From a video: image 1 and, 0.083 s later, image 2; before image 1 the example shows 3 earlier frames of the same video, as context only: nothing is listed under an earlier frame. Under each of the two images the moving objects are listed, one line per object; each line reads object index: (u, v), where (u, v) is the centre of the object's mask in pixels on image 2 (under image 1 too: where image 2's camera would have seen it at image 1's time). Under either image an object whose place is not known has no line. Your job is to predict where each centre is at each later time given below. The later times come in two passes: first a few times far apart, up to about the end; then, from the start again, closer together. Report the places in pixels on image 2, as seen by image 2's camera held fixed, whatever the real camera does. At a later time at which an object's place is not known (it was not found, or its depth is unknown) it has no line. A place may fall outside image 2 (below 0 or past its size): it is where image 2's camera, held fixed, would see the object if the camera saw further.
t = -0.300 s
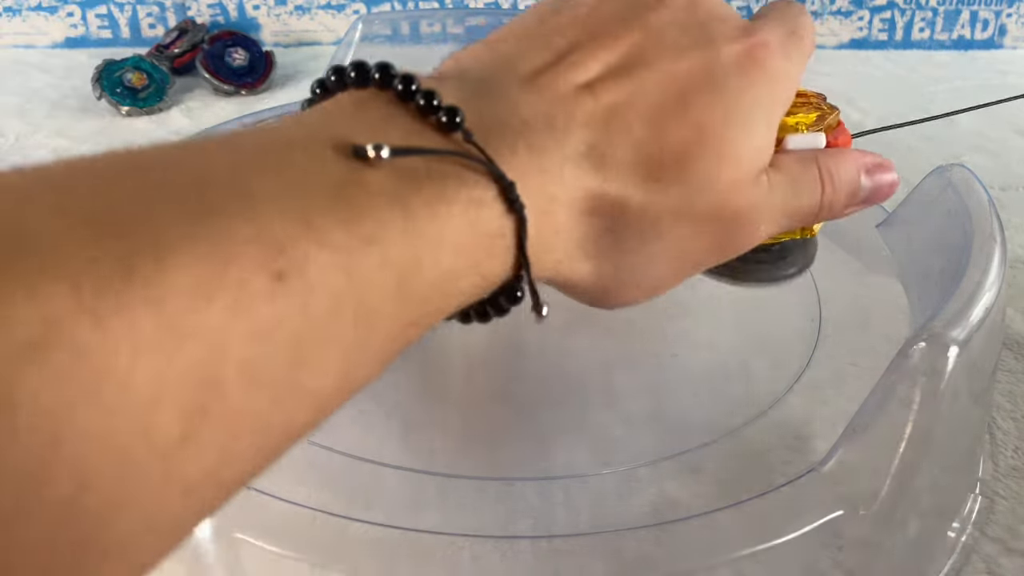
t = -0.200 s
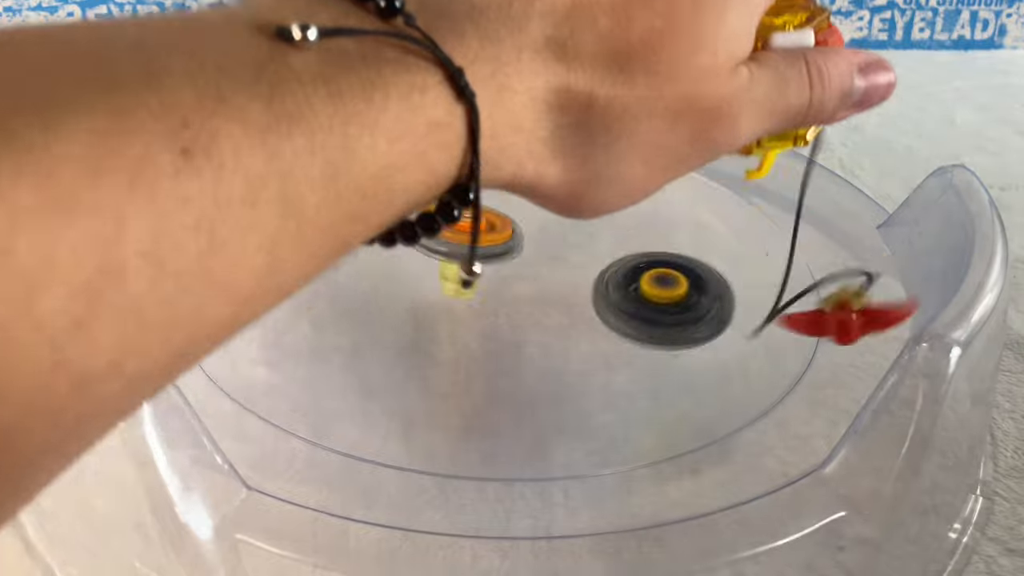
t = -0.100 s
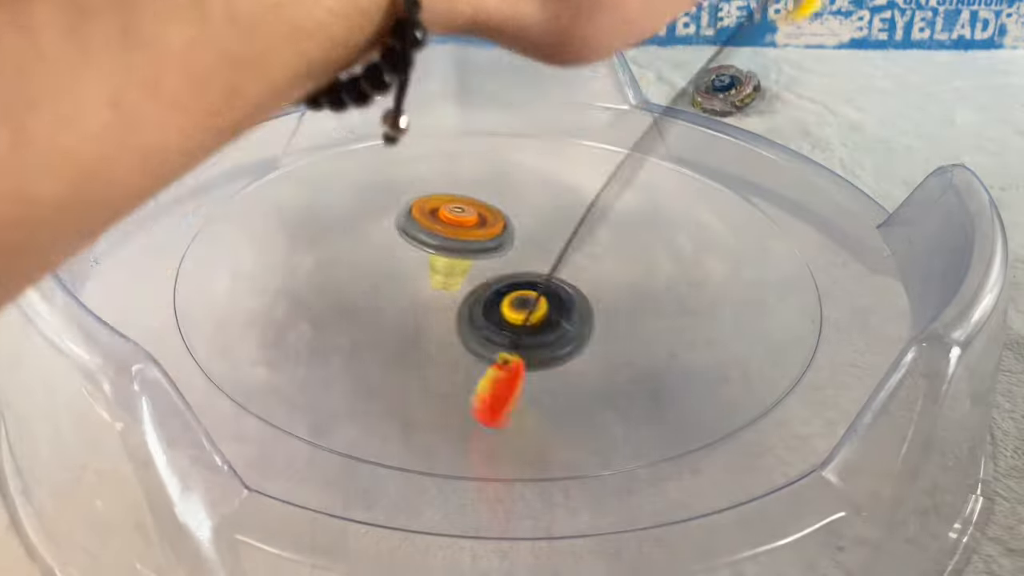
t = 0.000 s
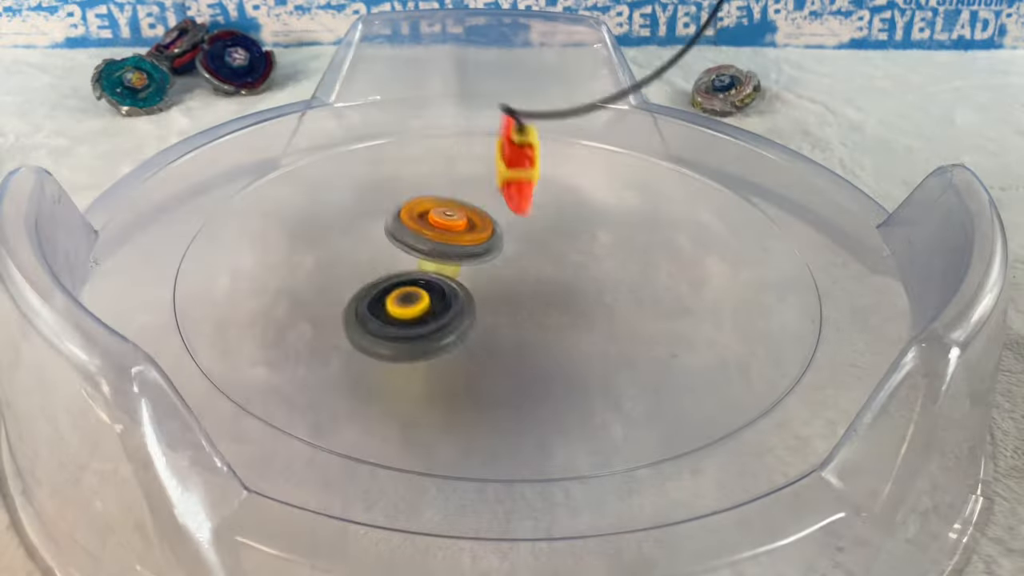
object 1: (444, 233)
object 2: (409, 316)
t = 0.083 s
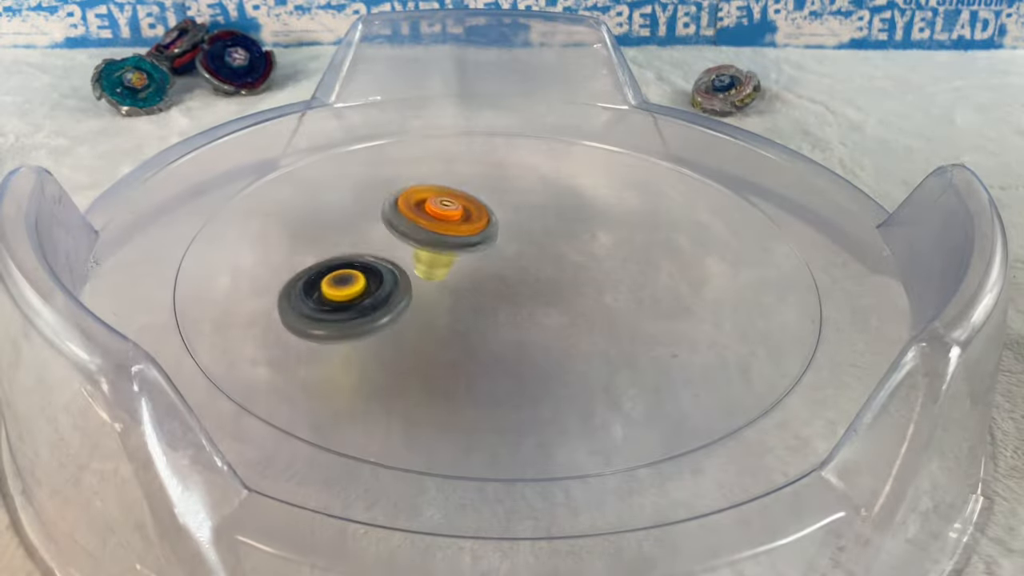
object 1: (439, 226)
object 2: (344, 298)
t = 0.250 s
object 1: (438, 211)
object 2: (345, 278)
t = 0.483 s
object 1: (478, 201)
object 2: (471, 305)
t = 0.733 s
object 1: (499, 211)
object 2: (632, 302)
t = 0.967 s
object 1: (493, 254)
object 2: (598, 232)
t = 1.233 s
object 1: (482, 303)
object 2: (498, 176)
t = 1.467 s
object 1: (562, 250)
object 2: (394, 250)
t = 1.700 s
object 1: (610, 216)
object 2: (435, 333)
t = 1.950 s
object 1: (519, 242)
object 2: (596, 321)
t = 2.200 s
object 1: (484, 307)
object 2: (573, 254)
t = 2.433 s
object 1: (551, 294)
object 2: (427, 250)
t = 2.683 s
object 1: (520, 251)
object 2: (374, 300)
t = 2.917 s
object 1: (404, 249)
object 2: (446, 337)
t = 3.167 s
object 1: (392, 269)
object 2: (571, 307)
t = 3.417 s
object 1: (391, 229)
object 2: (593, 270)
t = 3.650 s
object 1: (257, 222)
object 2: (703, 199)
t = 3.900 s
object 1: (179, 226)
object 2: (720, 198)
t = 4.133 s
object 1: (393, 257)
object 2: (480, 230)
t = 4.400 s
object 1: (490, 249)
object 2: (456, 172)
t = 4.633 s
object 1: (526, 198)
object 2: (397, 187)
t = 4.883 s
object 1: (496, 181)
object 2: (435, 239)
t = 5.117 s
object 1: (625, 211)
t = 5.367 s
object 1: (666, 245)
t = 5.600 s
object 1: (564, 250)
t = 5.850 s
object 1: (507, 253)
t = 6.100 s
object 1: (568, 269)
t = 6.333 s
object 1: (594, 279)
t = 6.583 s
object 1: (558, 301)
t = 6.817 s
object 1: (507, 290)
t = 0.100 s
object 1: (438, 217)
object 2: (336, 299)
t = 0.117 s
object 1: (438, 214)
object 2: (331, 291)
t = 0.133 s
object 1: (437, 217)
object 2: (327, 289)
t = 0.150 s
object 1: (436, 213)
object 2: (324, 289)
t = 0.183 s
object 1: (434, 210)
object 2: (325, 283)
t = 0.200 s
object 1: (435, 211)
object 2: (329, 281)
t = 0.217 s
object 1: (436, 207)
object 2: (332, 280)
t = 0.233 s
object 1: (437, 207)
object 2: (338, 277)
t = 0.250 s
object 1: (438, 211)
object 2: (345, 278)
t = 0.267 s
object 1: (438, 207)
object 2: (353, 277)
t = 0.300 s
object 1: (441, 209)
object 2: (371, 277)
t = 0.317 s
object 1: (442, 206)
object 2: (381, 277)
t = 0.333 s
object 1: (443, 208)
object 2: (391, 278)
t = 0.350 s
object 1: (446, 207)
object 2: (400, 277)
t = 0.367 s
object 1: (451, 205)
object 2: (407, 275)
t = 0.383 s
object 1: (456, 201)
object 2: (415, 278)
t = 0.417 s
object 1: (464, 205)
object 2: (431, 291)
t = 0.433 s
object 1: (467, 199)
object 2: (441, 293)
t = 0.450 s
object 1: (471, 197)
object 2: (450, 298)
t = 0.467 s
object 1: (475, 202)
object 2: (461, 304)
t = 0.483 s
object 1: (478, 201)
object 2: (471, 305)
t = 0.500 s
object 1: (482, 198)
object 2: (483, 310)
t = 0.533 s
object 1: (489, 204)
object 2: (505, 315)
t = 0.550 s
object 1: (491, 197)
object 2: (518, 318)
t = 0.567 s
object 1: (492, 195)
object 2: (529, 318)
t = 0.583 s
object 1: (494, 198)
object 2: (542, 320)
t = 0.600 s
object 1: (496, 207)
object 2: (553, 320)
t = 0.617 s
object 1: (497, 203)
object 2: (565, 319)
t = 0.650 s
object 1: (498, 199)
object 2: (587, 318)
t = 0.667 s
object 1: (499, 205)
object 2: (598, 316)
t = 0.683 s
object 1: (500, 217)
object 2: (607, 313)
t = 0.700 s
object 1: (498, 215)
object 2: (618, 310)
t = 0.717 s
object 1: (499, 210)
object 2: (626, 307)
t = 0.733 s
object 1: (499, 211)
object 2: (632, 302)
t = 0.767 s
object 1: (497, 229)
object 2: (642, 293)
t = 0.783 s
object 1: (497, 230)
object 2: (646, 288)
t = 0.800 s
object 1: (497, 223)
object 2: (646, 283)
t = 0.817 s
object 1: (497, 223)
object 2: (646, 277)
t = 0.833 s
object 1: (495, 227)
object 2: (645, 271)
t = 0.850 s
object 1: (495, 237)
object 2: (641, 266)
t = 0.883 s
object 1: (495, 233)
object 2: (635, 255)
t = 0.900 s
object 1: (494, 226)
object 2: (628, 250)
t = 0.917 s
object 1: (494, 226)
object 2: (623, 245)
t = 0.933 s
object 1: (495, 230)
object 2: (616, 241)
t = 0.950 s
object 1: (494, 241)
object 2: (607, 236)
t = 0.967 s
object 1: (493, 254)
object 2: (598, 232)
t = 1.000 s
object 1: (502, 246)
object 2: (588, 222)
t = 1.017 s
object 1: (506, 249)
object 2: (580, 220)
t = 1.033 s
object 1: (508, 258)
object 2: (568, 216)
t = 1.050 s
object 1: (504, 253)
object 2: (561, 204)
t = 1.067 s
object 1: (499, 255)
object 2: (553, 197)
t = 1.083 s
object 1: (494, 261)
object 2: (546, 194)
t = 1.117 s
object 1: (485, 283)
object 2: (538, 183)
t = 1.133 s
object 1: (482, 282)
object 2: (532, 179)
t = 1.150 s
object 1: (480, 288)
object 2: (527, 179)
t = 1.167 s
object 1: (479, 298)
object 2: (522, 176)
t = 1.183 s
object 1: (479, 296)
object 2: (516, 174)
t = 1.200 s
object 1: (479, 292)
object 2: (510, 175)
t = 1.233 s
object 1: (482, 303)
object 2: (498, 176)
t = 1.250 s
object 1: (486, 308)
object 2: (490, 179)
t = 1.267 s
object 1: (492, 296)
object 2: (484, 182)
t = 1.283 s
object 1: (496, 292)
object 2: (476, 185)
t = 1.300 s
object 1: (501, 292)
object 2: (467, 190)
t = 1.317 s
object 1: (507, 298)
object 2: (460, 193)
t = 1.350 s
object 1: (518, 291)
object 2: (444, 205)
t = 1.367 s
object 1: (526, 279)
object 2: (437, 211)
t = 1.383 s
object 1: (532, 276)
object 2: (431, 218)
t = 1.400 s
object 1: (537, 278)
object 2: (422, 223)
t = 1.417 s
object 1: (544, 285)
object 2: (415, 230)
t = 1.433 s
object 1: (549, 273)
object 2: (408, 236)
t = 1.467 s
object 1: (562, 250)
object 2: (394, 250)
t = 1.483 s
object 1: (568, 249)
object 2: (390, 257)
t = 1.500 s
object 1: (572, 252)
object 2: (386, 264)
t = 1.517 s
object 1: (578, 249)
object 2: (382, 271)
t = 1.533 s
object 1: (585, 236)
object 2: (381, 276)
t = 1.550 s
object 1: (591, 228)
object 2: (382, 284)
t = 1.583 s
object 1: (601, 229)
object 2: (385, 298)
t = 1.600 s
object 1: (606, 225)
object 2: (390, 304)
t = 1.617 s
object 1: (610, 219)
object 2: (396, 311)
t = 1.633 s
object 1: (613, 220)
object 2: (400, 316)
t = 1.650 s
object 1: (615, 219)
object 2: (408, 320)
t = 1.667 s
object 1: (613, 216)
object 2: (417, 325)
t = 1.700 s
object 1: (610, 216)
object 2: (435, 333)
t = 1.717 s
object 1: (607, 216)
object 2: (447, 336)
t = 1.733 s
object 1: (604, 216)
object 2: (459, 340)
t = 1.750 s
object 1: (600, 216)
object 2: (470, 342)
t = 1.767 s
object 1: (595, 216)
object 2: (482, 343)
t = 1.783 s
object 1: (590, 216)
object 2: (495, 344)
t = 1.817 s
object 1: (577, 218)
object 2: (517, 343)
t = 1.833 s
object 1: (571, 219)
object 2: (528, 343)
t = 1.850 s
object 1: (564, 221)
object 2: (542, 341)
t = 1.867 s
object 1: (556, 224)
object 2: (552, 339)
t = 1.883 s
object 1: (549, 225)
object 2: (562, 336)
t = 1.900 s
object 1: (541, 229)
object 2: (572, 332)
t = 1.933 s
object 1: (527, 236)
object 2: (591, 325)
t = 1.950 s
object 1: (519, 242)
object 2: (596, 321)
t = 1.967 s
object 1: (514, 247)
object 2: (602, 315)
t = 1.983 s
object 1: (509, 252)
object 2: (608, 309)
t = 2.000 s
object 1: (504, 258)
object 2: (611, 306)
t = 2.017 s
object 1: (501, 264)
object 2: (612, 301)
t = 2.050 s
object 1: (492, 275)
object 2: (615, 288)
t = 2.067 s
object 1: (488, 280)
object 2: (617, 285)
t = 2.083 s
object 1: (483, 286)
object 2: (616, 281)
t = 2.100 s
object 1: (483, 289)
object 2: (613, 277)
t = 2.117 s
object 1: (480, 296)
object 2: (608, 272)
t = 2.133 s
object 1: (479, 300)
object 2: (604, 269)
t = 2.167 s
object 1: (480, 305)
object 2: (590, 262)
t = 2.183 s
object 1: (482, 310)
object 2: (581, 258)
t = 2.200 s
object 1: (484, 307)
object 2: (573, 254)
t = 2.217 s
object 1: (488, 312)
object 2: (564, 252)
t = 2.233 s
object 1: (492, 312)
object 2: (554, 249)
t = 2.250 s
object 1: (493, 315)
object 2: (542, 246)
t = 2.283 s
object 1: (506, 313)
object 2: (519, 242)
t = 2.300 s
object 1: (512, 315)
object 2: (507, 242)
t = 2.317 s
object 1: (518, 311)
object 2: (495, 241)
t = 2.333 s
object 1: (522, 313)
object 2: (485, 242)
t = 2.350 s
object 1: (530, 308)
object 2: (474, 243)
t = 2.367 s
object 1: (535, 307)
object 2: (465, 245)
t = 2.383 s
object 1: (540, 305)
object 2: (454, 246)
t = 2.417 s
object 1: (546, 298)
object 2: (434, 249)
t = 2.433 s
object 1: (551, 294)
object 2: (427, 250)
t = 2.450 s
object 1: (553, 291)
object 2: (420, 253)
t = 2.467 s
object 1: (557, 288)
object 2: (413, 256)
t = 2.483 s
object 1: (559, 284)
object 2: (406, 259)
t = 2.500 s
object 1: (560, 283)
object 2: (399, 261)
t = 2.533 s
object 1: (562, 275)
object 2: (390, 268)
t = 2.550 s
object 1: (563, 271)
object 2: (385, 271)
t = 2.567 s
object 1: (560, 269)
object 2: (381, 275)
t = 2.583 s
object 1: (558, 267)
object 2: (378, 278)
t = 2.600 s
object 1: (554, 263)
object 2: (376, 281)
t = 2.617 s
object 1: (550, 261)
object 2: (376, 285)
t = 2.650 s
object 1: (536, 256)
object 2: (373, 293)
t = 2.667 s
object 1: (529, 253)
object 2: (372, 296)
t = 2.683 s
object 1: (520, 251)
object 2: (374, 300)
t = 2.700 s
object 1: (512, 251)
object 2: (376, 304)
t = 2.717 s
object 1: (502, 249)
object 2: (378, 308)
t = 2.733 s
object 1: (493, 248)
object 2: (380, 311)
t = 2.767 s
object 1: (472, 247)
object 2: (387, 318)
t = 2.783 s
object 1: (464, 245)
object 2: (392, 321)
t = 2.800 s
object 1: (452, 246)
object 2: (398, 324)
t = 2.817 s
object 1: (444, 244)
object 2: (403, 327)
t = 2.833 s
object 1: (435, 245)
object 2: (408, 330)
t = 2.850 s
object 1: (428, 244)
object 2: (415, 332)
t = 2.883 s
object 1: (413, 247)
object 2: (430, 335)
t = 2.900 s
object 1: (409, 249)
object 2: (439, 336)
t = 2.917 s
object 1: (404, 249)
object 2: (446, 337)
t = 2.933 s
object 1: (400, 255)
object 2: (453, 337)
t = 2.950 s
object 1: (398, 255)
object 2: (460, 337)
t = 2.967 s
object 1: (398, 260)
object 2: (468, 337)
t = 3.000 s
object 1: (398, 270)
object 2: (484, 336)
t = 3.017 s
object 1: (399, 272)
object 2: (491, 334)
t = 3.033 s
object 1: (399, 276)
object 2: (497, 333)
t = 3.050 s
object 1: (401, 280)
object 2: (502, 331)
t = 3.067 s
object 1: (402, 284)
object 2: (507, 328)
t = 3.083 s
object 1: (406, 283)
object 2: (515, 324)
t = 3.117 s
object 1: (408, 283)
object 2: (530, 317)
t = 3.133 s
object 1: (401, 272)
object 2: (545, 323)
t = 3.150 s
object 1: (397, 267)
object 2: (558, 313)
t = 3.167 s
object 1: (392, 269)
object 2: (571, 307)
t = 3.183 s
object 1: (388, 276)
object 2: (582, 309)
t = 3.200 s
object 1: (384, 273)
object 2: (594, 317)
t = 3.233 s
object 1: (380, 265)
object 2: (609, 310)
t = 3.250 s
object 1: (380, 264)
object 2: (615, 306)
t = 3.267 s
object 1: (378, 260)
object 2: (620, 309)
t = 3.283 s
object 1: (379, 254)
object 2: (622, 304)
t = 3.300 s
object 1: (378, 251)
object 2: (622, 299)
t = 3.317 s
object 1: (379, 249)
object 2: (622, 299)
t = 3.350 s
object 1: (381, 242)
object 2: (616, 289)
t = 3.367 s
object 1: (383, 237)
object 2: (612, 285)
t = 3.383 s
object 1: (384, 238)
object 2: (607, 280)
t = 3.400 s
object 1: (387, 231)
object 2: (600, 275)
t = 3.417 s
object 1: (391, 229)
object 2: (593, 270)
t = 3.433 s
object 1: (394, 233)
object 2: (586, 266)
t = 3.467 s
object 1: (401, 224)
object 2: (570, 257)
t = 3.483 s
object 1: (406, 226)
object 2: (561, 253)
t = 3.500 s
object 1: (411, 234)
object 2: (553, 248)
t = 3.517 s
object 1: (415, 229)
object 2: (544, 245)
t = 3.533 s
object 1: (421, 225)
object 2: (536, 242)
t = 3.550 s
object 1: (419, 223)
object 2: (537, 240)
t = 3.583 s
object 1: (364, 203)
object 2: (596, 209)
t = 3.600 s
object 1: (336, 203)
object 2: (625, 201)
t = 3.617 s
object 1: (309, 207)
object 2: (653, 199)
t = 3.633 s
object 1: (282, 219)
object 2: (680, 203)
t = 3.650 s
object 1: (257, 222)
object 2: (703, 199)
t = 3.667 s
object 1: (239, 209)
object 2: (722, 187)
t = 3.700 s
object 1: (202, 200)
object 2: (760, 181)
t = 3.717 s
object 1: (186, 207)
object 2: (771, 179)
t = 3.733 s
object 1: (170, 210)
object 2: (776, 173)
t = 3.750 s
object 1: (159, 208)
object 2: (780, 173)
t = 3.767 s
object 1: (146, 209)
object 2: (782, 178)
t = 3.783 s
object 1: (138, 207)
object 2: (782, 177)
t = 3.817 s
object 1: (146, 214)
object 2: (774, 183)
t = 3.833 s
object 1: (151, 216)
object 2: (766, 187)
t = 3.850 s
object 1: (156, 219)
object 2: (756, 189)
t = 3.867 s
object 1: (163, 221)
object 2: (745, 193)
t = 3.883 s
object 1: (171, 223)
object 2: (733, 195)
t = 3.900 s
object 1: (179, 226)
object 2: (720, 198)
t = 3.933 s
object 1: (200, 237)
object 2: (689, 205)
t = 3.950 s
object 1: (213, 239)
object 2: (673, 209)
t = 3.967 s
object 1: (227, 240)
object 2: (655, 212)
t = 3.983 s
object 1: (242, 245)
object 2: (637, 216)
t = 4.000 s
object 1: (256, 246)
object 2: (619, 219)
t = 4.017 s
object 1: (272, 250)
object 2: (600, 222)
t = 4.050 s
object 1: (305, 254)
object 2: (562, 227)
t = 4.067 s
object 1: (323, 256)
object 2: (543, 228)
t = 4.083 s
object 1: (341, 257)
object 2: (525, 230)
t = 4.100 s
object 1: (359, 258)
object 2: (508, 231)
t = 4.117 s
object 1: (377, 256)
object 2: (492, 232)
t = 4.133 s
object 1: (393, 257)
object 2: (480, 230)
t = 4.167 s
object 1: (397, 262)
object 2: (483, 216)
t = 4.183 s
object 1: (400, 262)
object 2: (485, 210)
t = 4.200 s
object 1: (404, 266)
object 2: (487, 204)
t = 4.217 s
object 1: (408, 267)
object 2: (489, 199)
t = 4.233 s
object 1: (413, 268)
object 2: (489, 194)
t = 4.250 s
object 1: (421, 269)
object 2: (488, 191)
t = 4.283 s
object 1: (435, 268)
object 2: (485, 184)
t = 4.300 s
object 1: (443, 266)
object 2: (482, 182)
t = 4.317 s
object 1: (451, 264)
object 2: (479, 179)
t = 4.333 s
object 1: (457, 261)
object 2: (474, 178)
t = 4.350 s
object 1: (467, 260)
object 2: (470, 175)
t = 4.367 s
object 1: (474, 255)
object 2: (466, 174)
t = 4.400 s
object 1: (490, 249)
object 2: (456, 172)
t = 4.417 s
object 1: (497, 244)
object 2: (451, 171)
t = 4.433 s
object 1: (503, 239)
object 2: (447, 170)
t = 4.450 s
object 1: (509, 237)
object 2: (442, 170)
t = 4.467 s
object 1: (515, 230)
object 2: (437, 170)
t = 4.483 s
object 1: (519, 227)
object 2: (432, 170)
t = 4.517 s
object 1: (525, 216)
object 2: (423, 172)
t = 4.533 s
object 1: (527, 213)
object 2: (419, 173)
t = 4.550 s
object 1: (528, 215)
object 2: (414, 175)
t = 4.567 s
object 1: (529, 205)
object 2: (411, 177)
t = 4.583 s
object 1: (528, 199)
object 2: (407, 179)
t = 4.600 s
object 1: (527, 198)
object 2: (403, 181)
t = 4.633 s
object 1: (526, 198)
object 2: (397, 187)
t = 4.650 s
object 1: (526, 197)
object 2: (395, 190)
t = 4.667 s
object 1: (527, 193)
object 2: (393, 194)
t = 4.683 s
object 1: (526, 191)
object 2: (392, 197)
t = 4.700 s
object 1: (525, 192)
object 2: (392, 201)
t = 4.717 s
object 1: (523, 188)
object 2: (393, 205)
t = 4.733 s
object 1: (521, 189)
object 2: (394, 209)
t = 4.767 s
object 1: (514, 184)
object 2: (399, 217)
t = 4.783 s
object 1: (512, 186)
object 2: (402, 221)
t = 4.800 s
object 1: (508, 184)
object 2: (406, 225)
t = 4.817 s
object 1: (505, 185)
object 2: (411, 228)
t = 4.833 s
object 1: (502, 186)
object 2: (417, 232)
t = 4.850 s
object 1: (499, 183)
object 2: (423, 235)
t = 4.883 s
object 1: (496, 181)
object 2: (435, 239)
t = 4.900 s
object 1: (497, 181)
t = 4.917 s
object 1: (498, 185)
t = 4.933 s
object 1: (508, 187)
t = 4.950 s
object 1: (518, 193)
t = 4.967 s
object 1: (530, 203)
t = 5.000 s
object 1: (554, 203)
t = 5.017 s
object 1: (566, 209)
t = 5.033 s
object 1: (576, 206)
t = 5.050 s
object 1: (587, 206)
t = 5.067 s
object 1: (598, 211)
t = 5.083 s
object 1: (608, 216)
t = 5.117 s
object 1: (625, 211)
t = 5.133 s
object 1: (634, 217)
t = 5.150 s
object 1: (641, 222)
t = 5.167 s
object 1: (648, 221)
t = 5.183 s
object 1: (653, 225)
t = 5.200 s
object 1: (659, 229)
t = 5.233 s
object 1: (668, 234)
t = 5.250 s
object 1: (670, 233)
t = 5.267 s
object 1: (671, 237)
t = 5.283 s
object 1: (673, 238)
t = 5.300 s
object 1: (674, 239)
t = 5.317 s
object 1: (673, 242)
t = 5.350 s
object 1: (668, 246)
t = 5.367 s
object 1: (666, 245)
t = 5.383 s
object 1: (662, 249)
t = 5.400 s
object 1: (656, 251)
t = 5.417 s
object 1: (649, 250)
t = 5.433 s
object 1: (643, 254)
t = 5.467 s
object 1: (631, 251)
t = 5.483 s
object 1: (624, 258)
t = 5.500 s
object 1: (616, 252)
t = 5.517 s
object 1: (607, 250)
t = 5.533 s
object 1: (598, 252)
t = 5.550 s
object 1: (589, 256)
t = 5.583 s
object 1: (573, 247)
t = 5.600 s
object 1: (564, 250)
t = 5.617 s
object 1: (557, 256)
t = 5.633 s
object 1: (550, 250)
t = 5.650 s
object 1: (544, 250)
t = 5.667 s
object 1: (537, 254)
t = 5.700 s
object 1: (526, 254)
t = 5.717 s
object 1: (520, 252)
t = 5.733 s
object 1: (516, 254)
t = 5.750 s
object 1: (514, 250)
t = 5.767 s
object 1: (511, 251)
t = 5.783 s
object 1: (509, 254)
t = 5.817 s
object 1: (506, 250)
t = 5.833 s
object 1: (506, 255)
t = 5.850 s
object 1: (507, 253)
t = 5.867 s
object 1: (509, 248)
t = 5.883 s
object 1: (513, 249)
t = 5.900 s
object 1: (513, 257)
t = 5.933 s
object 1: (521, 253)
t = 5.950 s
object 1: (526, 254)
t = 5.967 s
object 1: (530, 262)
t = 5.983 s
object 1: (534, 263)
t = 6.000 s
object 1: (540, 264)
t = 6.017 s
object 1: (544, 268)
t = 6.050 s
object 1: (554, 266)
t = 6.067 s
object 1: (559, 272)
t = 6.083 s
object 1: (564, 271)
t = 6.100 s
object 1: (568, 269)
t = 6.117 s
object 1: (572, 274)
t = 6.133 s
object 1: (577, 271)
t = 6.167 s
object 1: (582, 270)
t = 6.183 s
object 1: (584, 276)
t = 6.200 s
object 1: (588, 268)
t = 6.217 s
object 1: (591, 266)
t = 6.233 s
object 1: (595, 268)
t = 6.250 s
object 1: (597, 271)
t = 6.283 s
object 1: (598, 272)
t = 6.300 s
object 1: (597, 279)
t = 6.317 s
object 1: (595, 276)
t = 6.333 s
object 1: (594, 279)
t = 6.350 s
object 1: (592, 282)
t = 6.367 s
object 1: (592, 280)
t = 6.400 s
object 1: (589, 286)
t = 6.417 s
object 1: (587, 285)
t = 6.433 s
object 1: (582, 292)
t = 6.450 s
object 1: (579, 292)
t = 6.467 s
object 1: (577, 292)
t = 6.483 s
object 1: (574, 297)
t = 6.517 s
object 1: (571, 294)
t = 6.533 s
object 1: (568, 298)
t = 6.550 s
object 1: (566, 296)
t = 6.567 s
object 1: (563, 296)
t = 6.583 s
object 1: (558, 301)
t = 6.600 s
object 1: (554, 298)
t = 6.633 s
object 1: (545, 301)
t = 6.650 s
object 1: (543, 297)
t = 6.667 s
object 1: (540, 299)
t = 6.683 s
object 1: (537, 298)
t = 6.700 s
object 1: (536, 292)
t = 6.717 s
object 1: (534, 292)
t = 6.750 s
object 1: (528, 294)
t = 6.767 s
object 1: (524, 295)
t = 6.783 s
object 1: (518, 293)
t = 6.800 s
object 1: (512, 294)
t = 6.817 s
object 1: (507, 290)
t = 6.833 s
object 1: (503, 288)
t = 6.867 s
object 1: (493, 287)
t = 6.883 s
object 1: (487, 287)
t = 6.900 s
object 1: (481, 286)
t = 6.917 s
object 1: (475, 283)
